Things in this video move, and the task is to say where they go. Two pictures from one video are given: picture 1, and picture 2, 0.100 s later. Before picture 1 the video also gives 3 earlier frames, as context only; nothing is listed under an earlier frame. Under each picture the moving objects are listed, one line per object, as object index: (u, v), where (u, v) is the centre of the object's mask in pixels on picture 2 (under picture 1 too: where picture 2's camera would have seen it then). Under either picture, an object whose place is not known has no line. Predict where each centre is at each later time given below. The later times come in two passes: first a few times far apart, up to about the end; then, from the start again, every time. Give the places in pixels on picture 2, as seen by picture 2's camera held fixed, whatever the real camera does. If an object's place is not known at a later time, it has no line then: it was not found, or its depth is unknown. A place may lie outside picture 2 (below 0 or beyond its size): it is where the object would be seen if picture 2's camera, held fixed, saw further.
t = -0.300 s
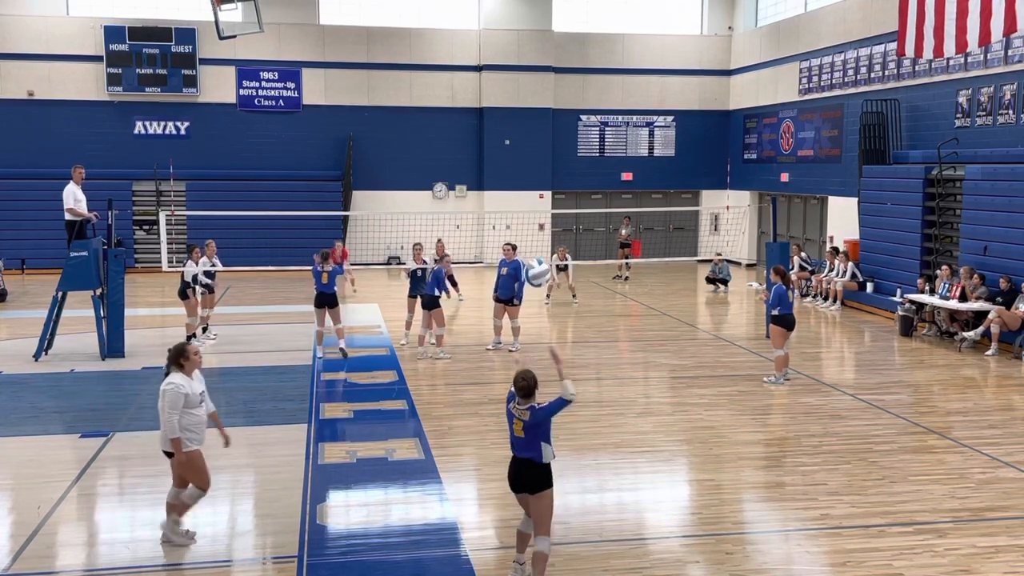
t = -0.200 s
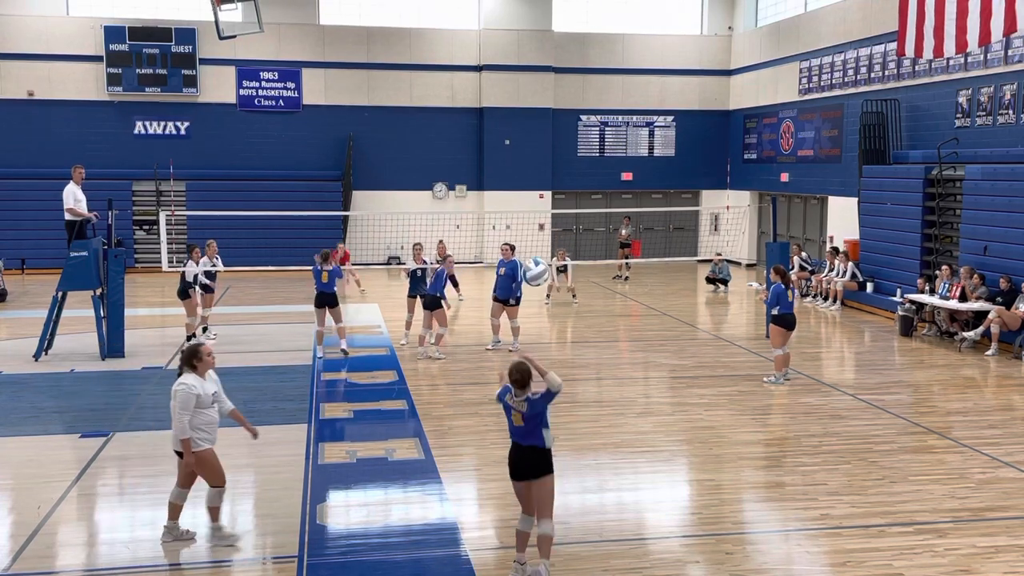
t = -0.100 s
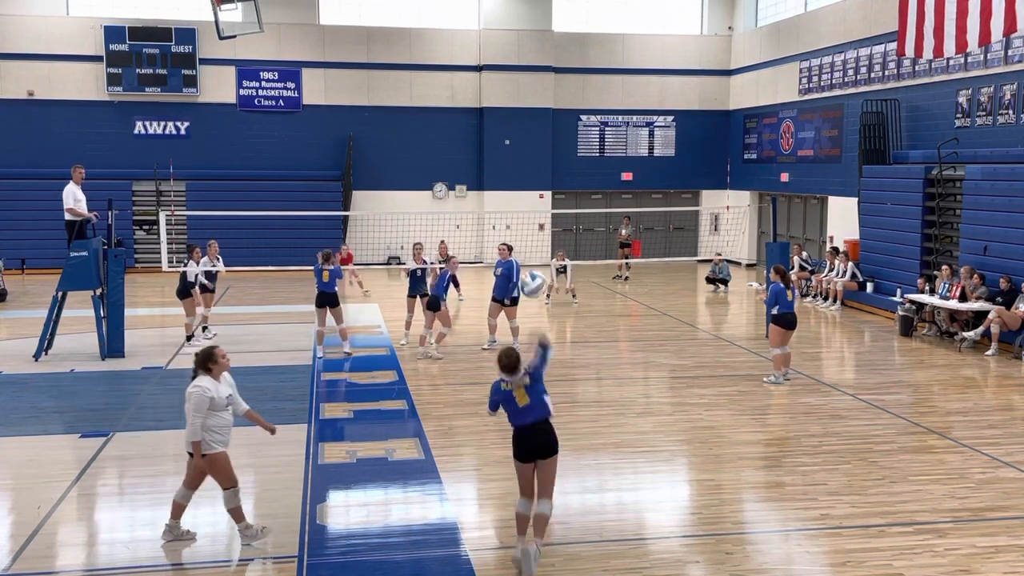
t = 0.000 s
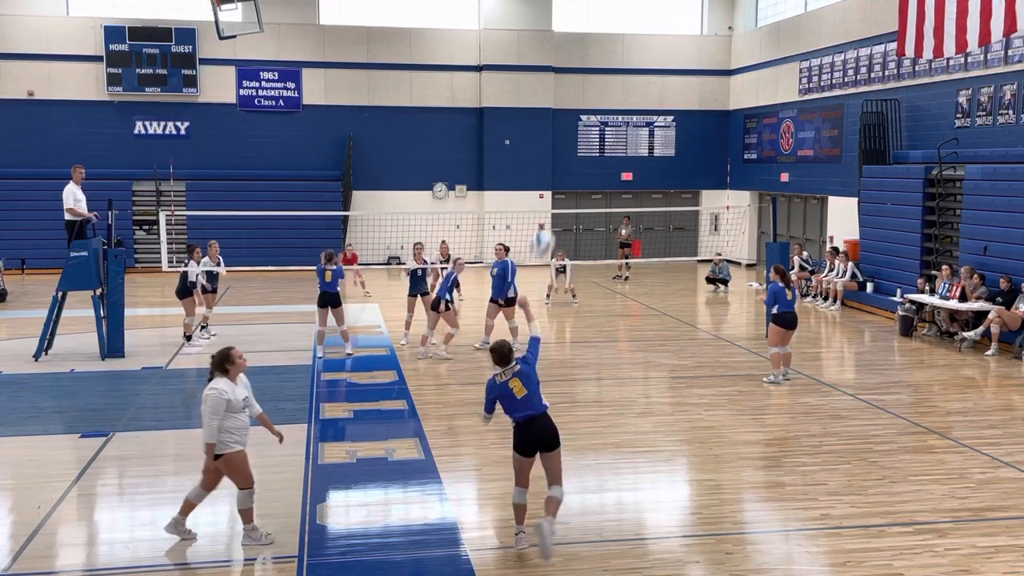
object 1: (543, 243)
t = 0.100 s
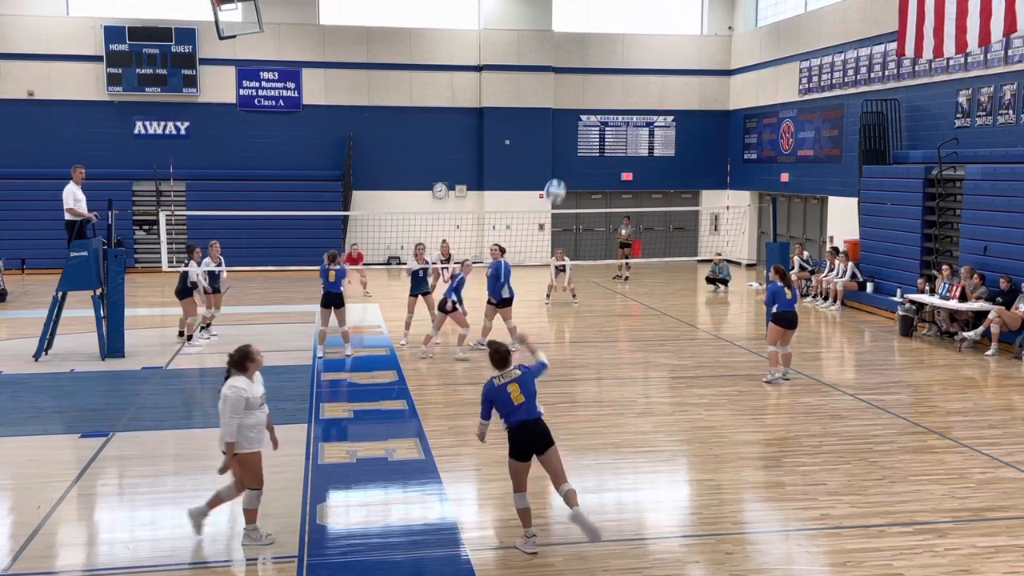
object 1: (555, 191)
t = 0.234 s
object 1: (568, 152)
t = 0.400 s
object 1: (581, 133)
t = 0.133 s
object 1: (558, 179)
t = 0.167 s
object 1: (562, 168)
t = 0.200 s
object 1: (565, 159)
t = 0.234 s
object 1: (568, 152)
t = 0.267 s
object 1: (571, 146)
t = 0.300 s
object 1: (573, 141)
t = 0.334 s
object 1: (576, 137)
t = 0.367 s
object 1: (579, 134)
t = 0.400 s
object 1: (581, 133)
